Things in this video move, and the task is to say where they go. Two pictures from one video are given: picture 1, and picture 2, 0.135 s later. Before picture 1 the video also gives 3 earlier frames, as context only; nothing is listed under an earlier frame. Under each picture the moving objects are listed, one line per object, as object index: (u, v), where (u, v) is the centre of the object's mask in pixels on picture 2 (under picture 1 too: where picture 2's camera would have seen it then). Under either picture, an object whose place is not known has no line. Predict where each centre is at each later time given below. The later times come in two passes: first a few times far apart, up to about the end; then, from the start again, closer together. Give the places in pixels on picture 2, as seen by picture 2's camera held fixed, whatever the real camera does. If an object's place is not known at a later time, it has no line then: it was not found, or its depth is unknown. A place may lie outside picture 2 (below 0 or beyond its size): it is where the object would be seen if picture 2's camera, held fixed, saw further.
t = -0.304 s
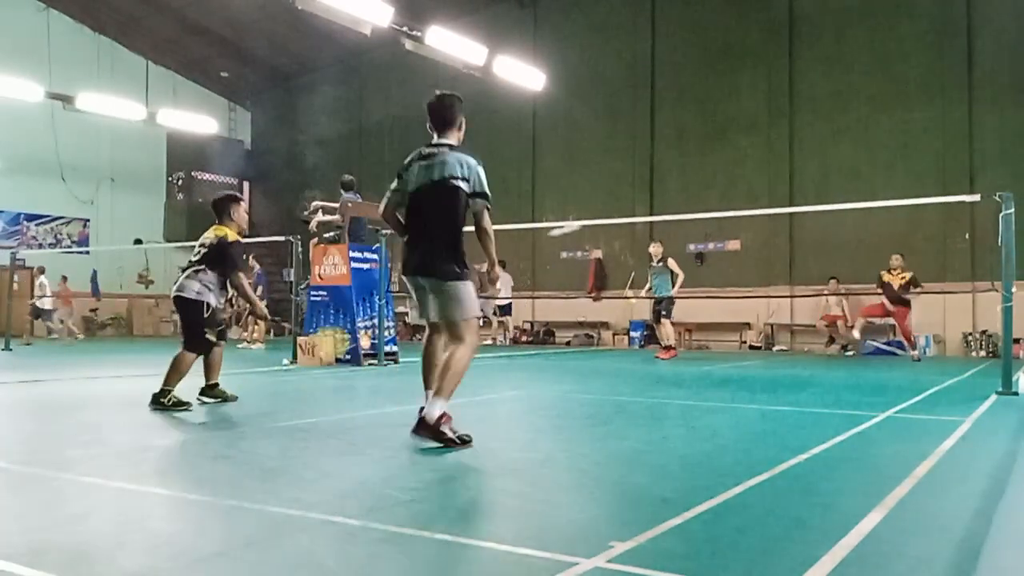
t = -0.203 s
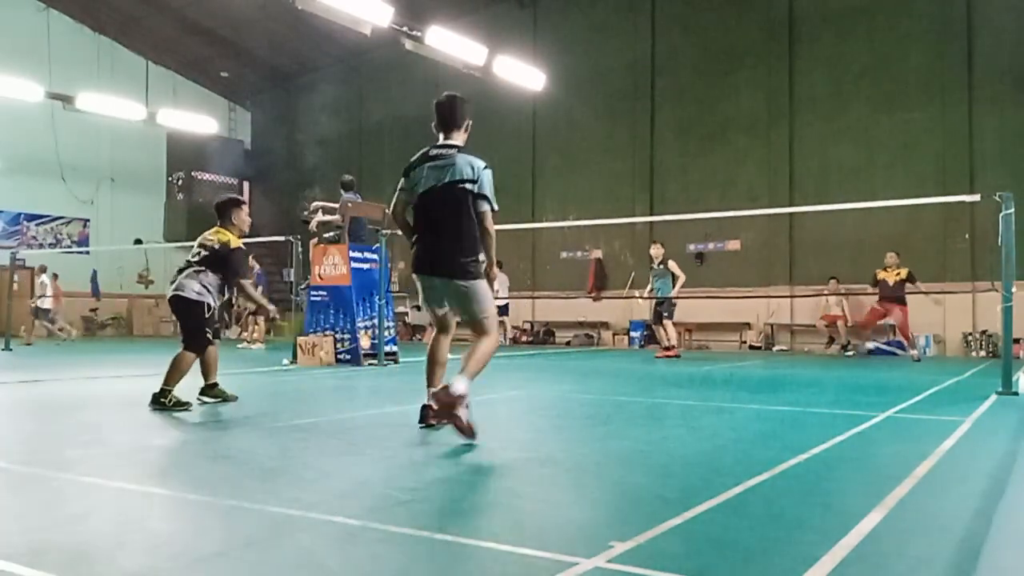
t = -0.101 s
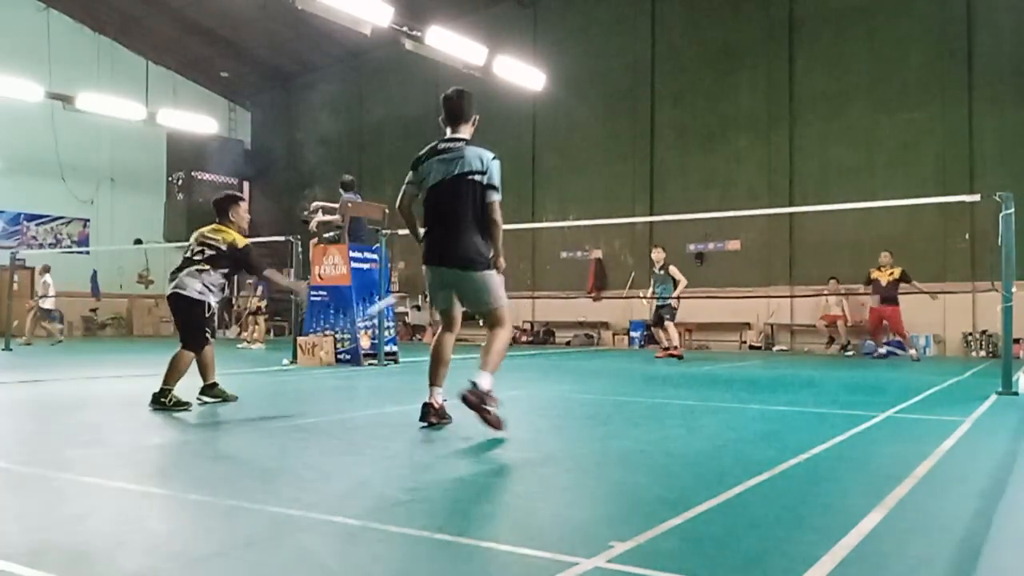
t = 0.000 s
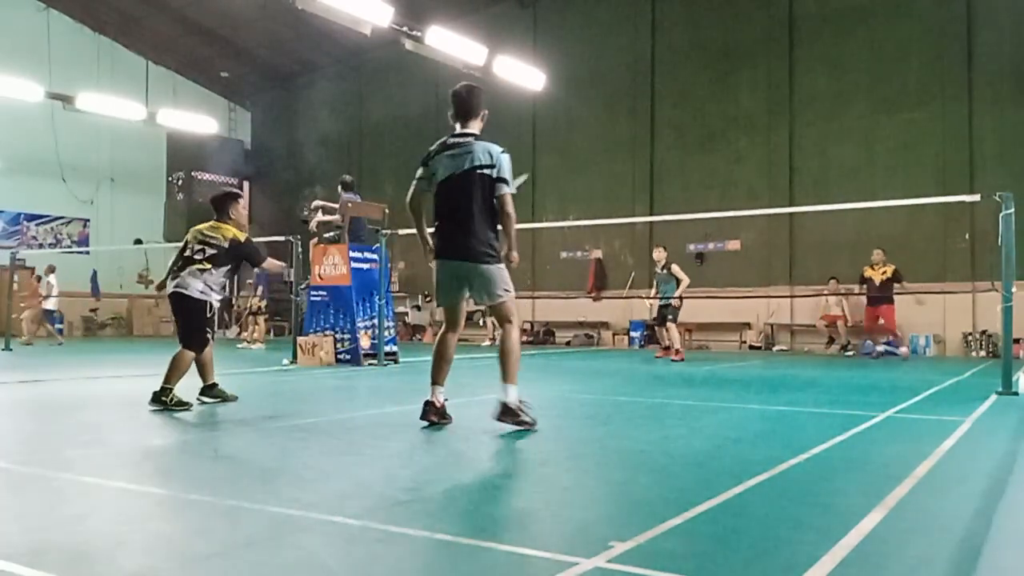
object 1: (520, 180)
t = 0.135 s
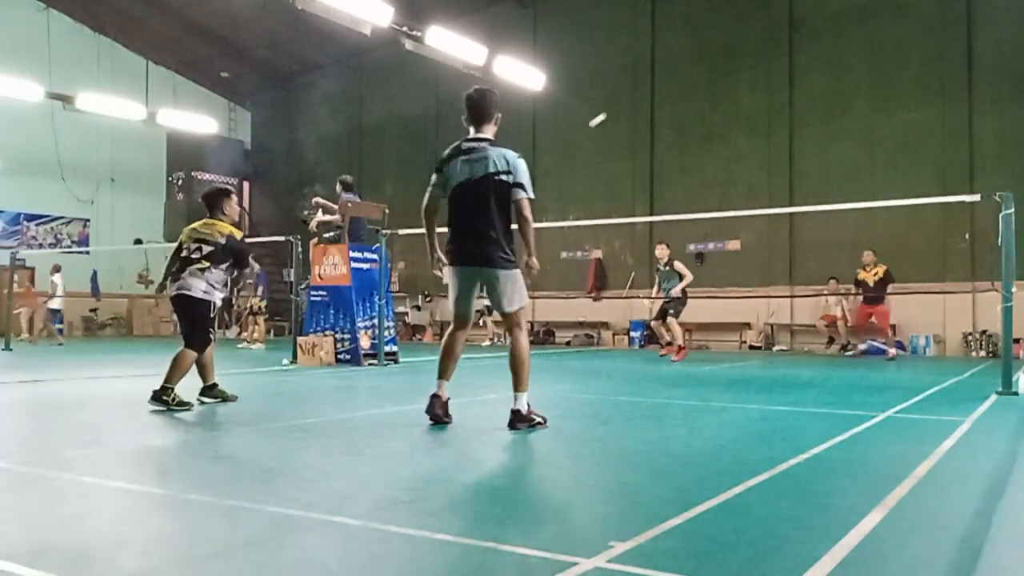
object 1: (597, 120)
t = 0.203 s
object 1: (622, 105)
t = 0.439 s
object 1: (675, 95)
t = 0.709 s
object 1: (709, 128)
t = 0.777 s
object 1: (715, 142)
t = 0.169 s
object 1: (610, 111)
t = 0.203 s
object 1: (622, 105)
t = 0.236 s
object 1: (632, 100)
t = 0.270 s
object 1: (641, 96)
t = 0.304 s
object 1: (649, 94)
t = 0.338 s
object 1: (656, 93)
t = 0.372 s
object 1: (663, 93)
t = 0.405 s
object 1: (669, 94)
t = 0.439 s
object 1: (675, 95)
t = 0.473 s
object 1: (680, 97)
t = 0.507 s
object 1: (685, 100)
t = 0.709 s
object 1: (709, 128)
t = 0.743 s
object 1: (712, 135)
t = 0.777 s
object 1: (715, 142)
